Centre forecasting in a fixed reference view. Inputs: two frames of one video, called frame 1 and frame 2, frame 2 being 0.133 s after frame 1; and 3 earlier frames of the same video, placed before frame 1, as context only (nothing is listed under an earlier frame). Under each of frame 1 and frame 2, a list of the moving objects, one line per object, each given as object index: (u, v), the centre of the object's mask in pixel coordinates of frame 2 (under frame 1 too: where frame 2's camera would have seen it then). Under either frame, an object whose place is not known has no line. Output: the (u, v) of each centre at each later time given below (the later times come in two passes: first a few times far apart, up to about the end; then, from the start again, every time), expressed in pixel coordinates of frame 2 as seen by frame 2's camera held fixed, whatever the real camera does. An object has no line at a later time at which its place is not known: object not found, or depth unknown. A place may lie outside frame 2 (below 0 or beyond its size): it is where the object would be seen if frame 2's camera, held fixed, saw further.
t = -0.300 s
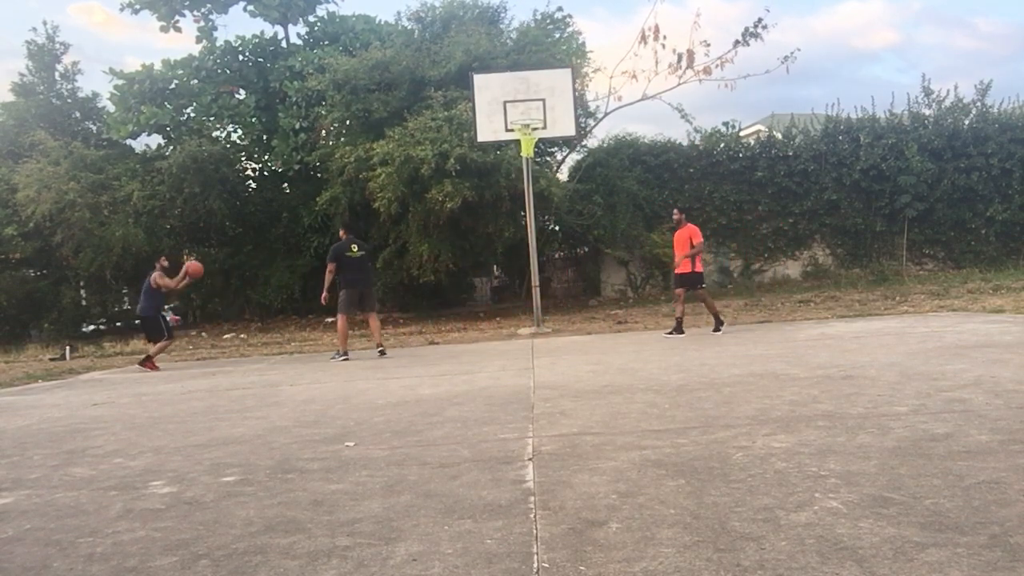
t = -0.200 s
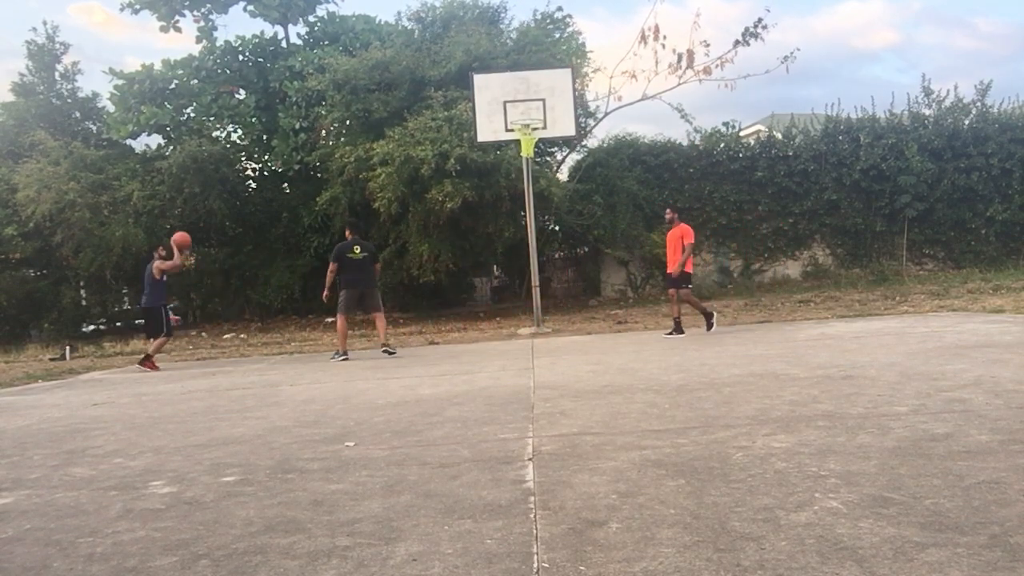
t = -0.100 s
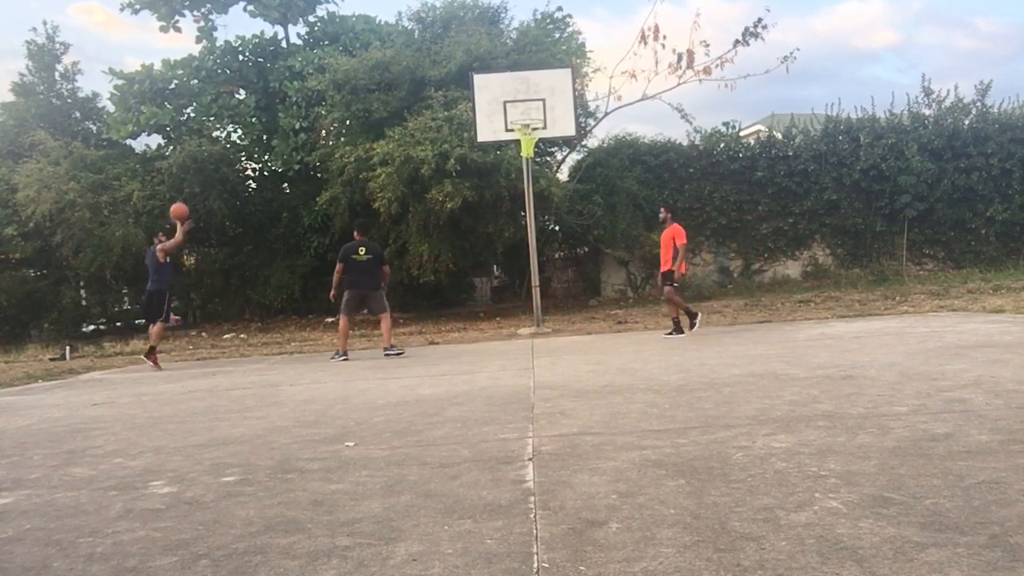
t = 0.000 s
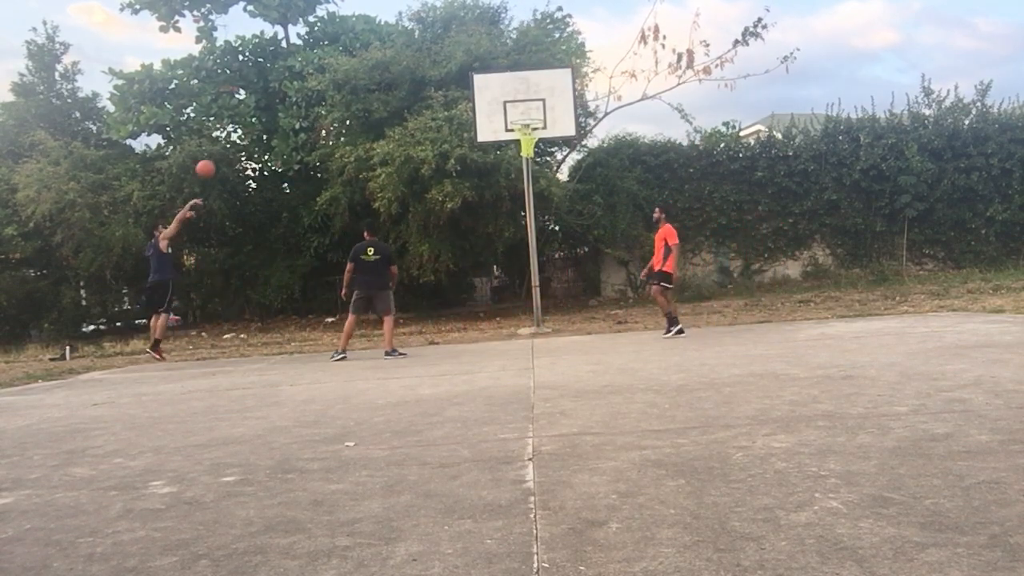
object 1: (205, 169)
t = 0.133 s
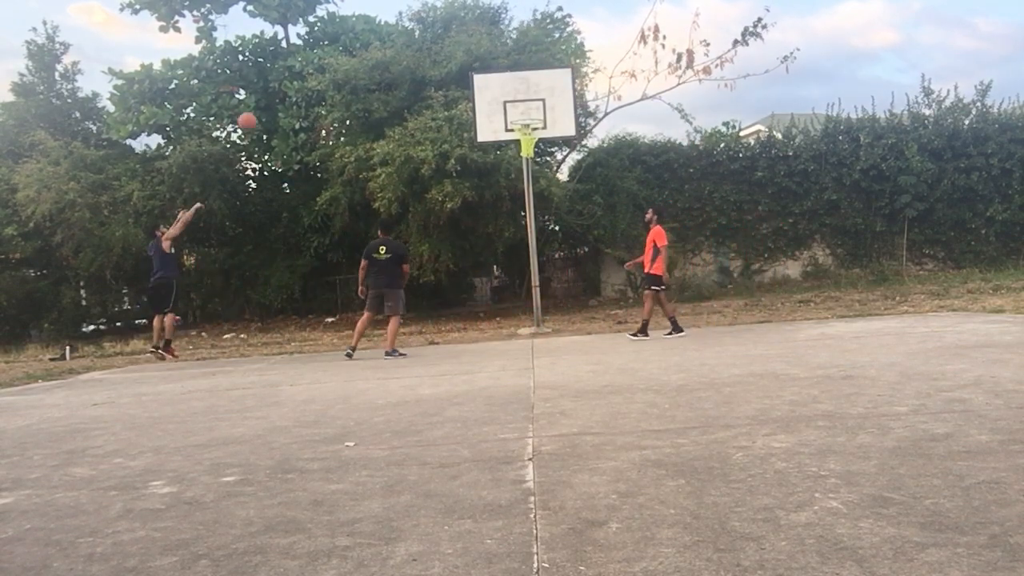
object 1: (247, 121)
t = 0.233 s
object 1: (278, 93)
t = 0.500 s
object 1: (363, 55)
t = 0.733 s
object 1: (438, 62)
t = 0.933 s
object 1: (506, 97)
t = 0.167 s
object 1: (257, 111)
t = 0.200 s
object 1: (268, 102)
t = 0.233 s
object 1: (278, 93)
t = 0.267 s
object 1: (289, 86)
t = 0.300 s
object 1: (299, 79)
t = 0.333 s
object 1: (310, 73)
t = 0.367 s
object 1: (320, 68)
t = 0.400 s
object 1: (331, 64)
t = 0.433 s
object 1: (342, 60)
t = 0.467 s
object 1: (352, 57)
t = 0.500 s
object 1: (363, 55)
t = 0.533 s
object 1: (374, 54)
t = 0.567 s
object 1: (384, 53)
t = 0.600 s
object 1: (395, 54)
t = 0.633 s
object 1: (406, 55)
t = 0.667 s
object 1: (417, 56)
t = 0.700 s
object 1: (427, 58)
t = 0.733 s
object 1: (438, 62)
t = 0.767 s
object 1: (450, 66)
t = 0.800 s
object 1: (461, 71)
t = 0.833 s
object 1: (472, 76)
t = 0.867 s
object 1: (483, 83)
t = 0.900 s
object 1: (494, 90)
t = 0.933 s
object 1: (506, 97)
